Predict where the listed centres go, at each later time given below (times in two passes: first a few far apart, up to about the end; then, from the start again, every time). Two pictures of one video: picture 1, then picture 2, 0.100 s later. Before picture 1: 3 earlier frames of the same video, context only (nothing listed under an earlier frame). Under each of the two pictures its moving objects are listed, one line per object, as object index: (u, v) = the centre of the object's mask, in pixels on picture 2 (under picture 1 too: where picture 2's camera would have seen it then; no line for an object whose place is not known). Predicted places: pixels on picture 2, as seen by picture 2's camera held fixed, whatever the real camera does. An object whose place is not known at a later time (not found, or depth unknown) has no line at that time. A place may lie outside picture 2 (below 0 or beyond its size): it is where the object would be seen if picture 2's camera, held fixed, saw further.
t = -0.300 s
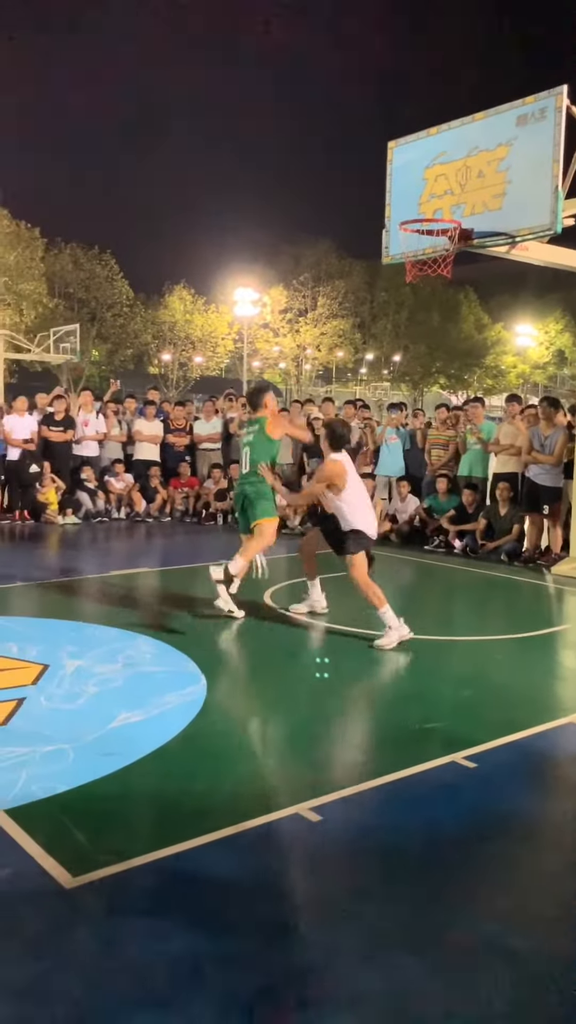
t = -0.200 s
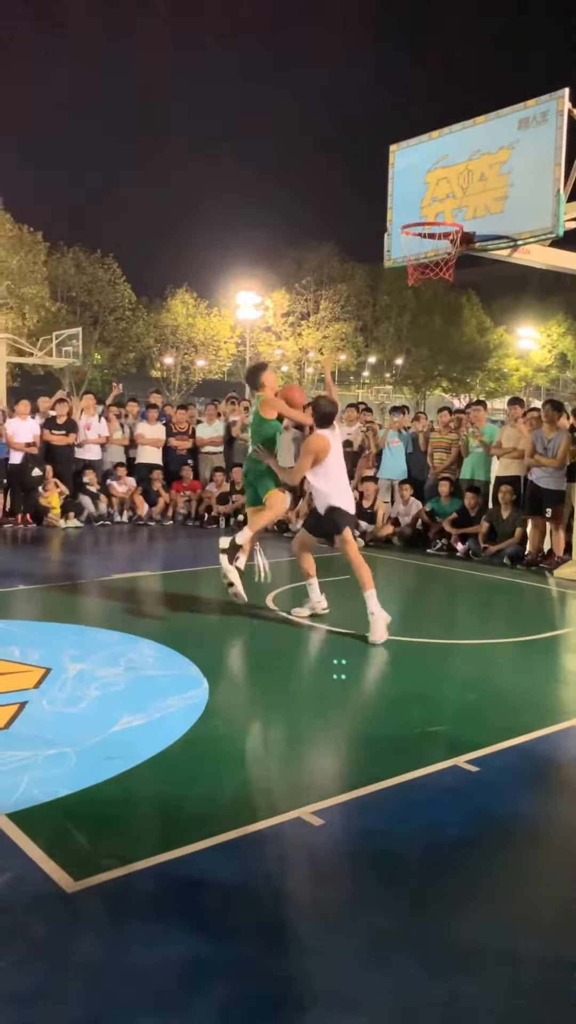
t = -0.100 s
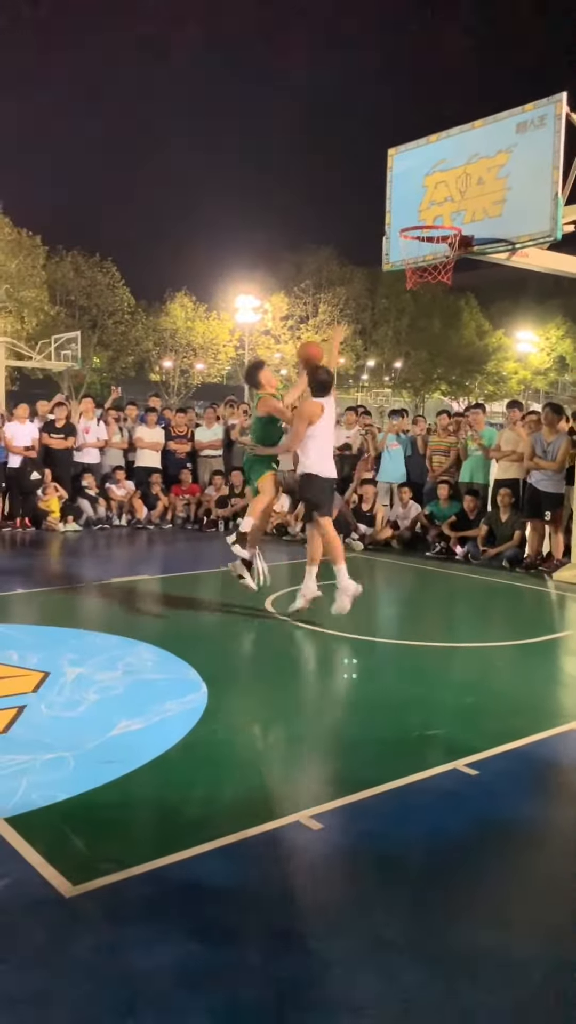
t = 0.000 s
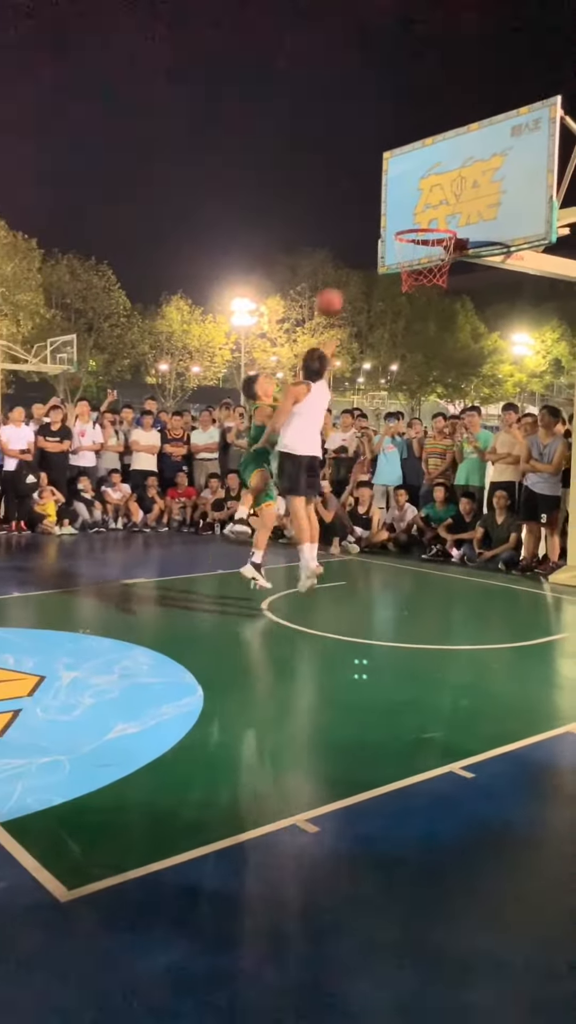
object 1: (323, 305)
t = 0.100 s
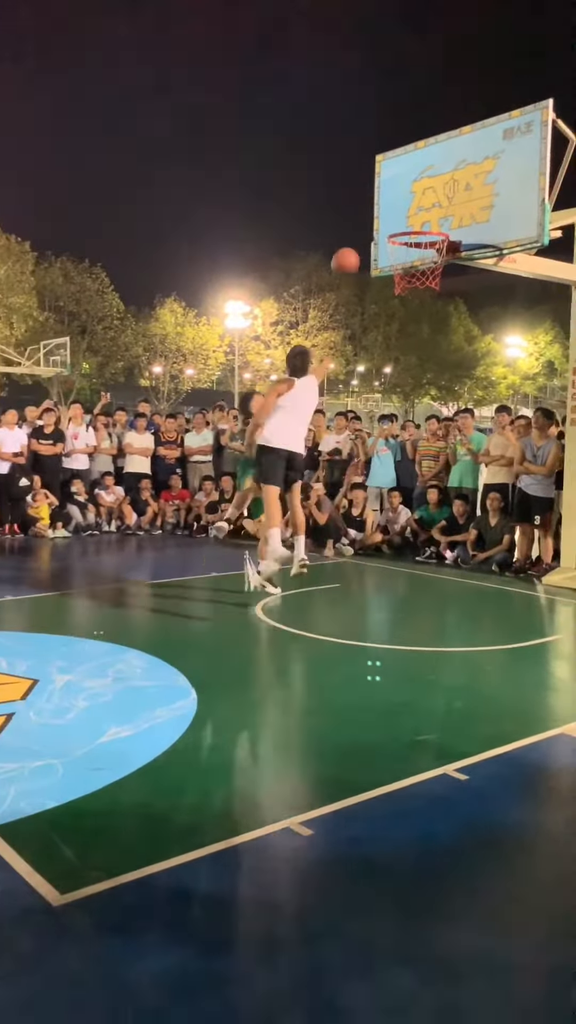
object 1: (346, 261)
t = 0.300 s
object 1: (391, 212)
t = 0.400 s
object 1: (412, 204)
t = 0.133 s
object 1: (353, 251)
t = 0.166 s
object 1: (360, 240)
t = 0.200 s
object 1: (368, 231)
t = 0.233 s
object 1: (375, 224)
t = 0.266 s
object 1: (383, 217)
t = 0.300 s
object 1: (391, 212)
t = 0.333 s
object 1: (399, 208)
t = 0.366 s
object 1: (407, 206)
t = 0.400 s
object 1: (412, 204)
